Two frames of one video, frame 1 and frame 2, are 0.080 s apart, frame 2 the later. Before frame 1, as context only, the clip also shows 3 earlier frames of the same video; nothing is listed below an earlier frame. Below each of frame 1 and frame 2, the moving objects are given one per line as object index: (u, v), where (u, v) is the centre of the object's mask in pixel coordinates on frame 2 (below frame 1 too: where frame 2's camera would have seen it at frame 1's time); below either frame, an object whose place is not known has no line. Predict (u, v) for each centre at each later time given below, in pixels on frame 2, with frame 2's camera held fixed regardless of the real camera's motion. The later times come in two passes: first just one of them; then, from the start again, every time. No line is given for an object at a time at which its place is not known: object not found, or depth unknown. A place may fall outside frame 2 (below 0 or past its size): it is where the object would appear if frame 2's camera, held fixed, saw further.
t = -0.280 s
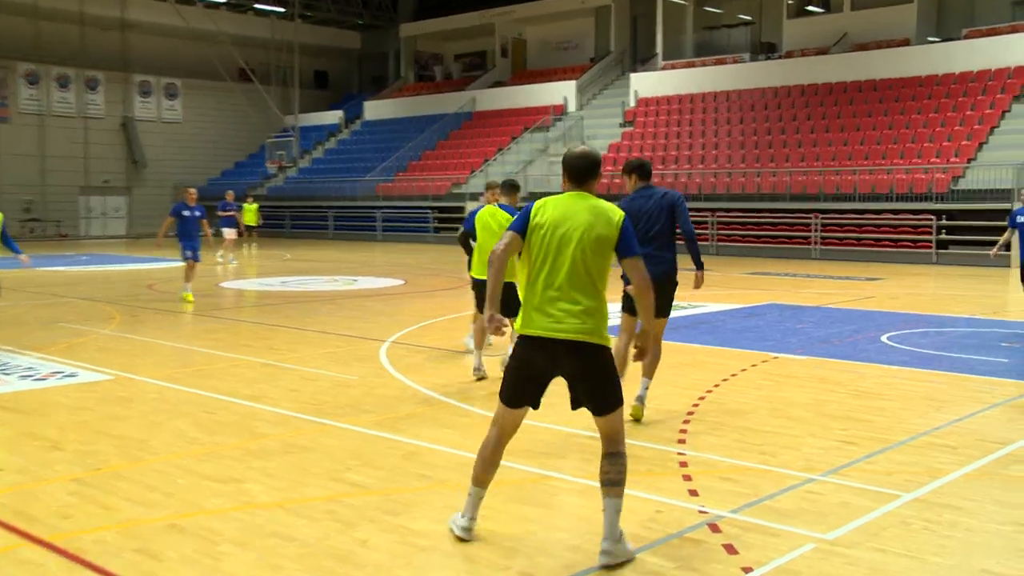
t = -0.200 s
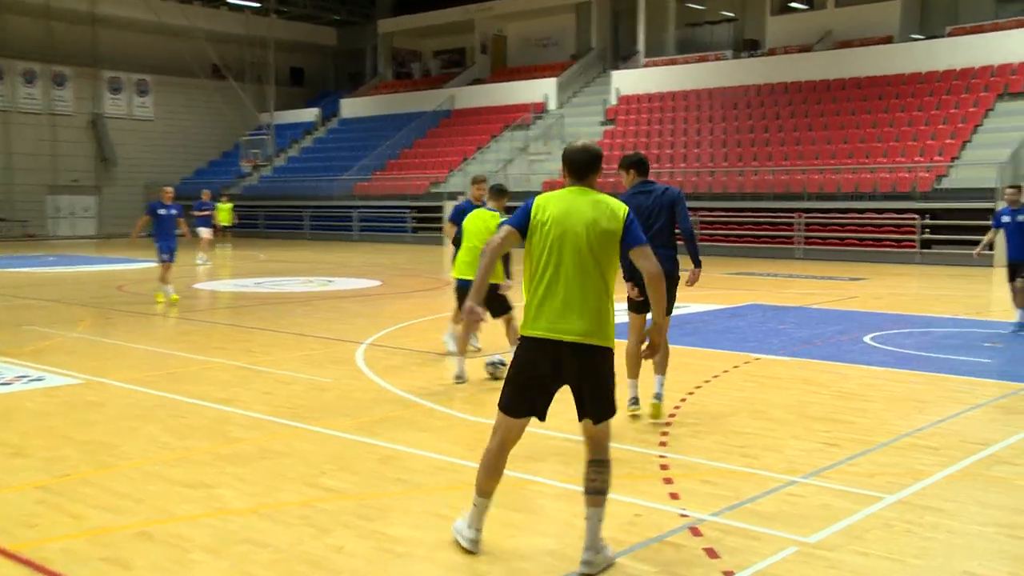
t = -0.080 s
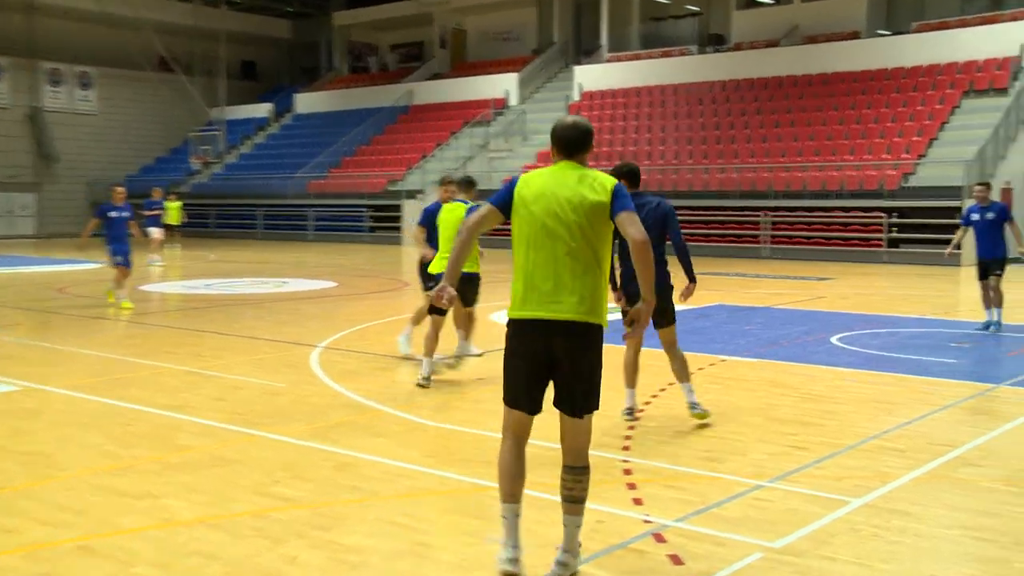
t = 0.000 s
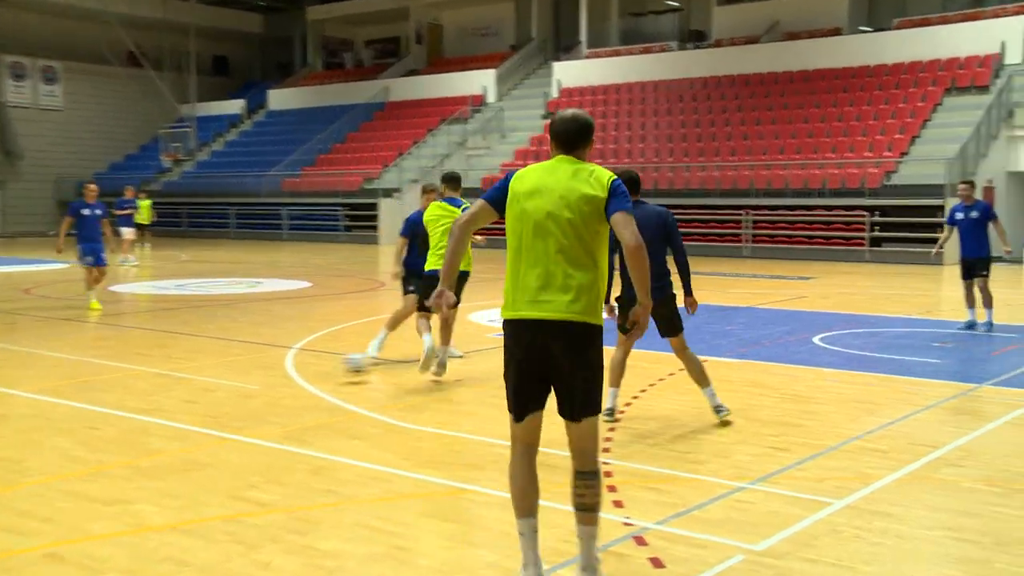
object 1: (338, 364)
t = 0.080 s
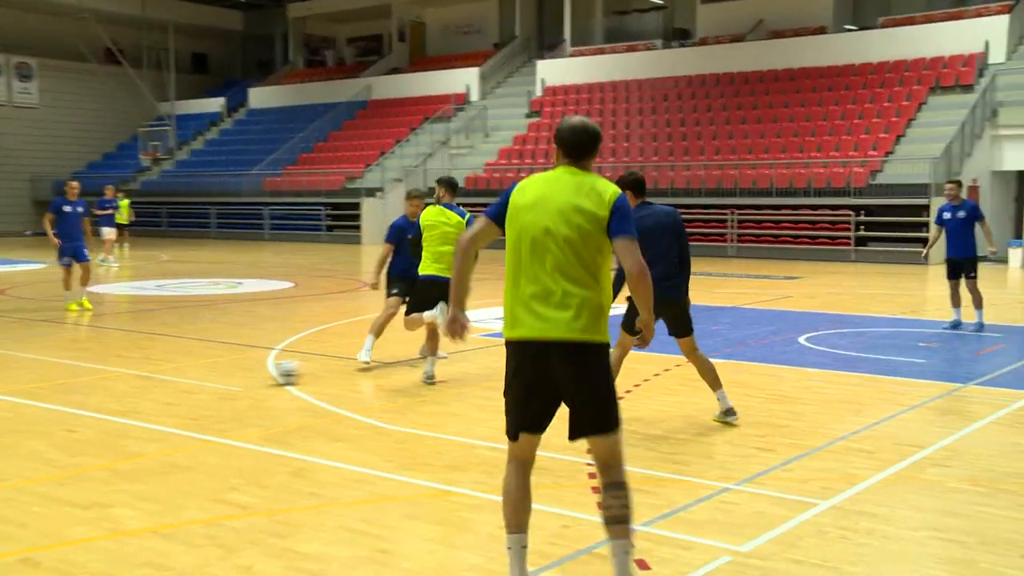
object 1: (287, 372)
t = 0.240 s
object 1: (196, 374)
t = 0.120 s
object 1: (262, 373)
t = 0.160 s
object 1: (240, 372)
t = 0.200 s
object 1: (217, 373)
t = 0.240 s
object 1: (196, 374)
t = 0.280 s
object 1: (176, 374)
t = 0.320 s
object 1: (157, 373)
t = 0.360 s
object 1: (138, 374)
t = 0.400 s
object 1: (120, 374)
